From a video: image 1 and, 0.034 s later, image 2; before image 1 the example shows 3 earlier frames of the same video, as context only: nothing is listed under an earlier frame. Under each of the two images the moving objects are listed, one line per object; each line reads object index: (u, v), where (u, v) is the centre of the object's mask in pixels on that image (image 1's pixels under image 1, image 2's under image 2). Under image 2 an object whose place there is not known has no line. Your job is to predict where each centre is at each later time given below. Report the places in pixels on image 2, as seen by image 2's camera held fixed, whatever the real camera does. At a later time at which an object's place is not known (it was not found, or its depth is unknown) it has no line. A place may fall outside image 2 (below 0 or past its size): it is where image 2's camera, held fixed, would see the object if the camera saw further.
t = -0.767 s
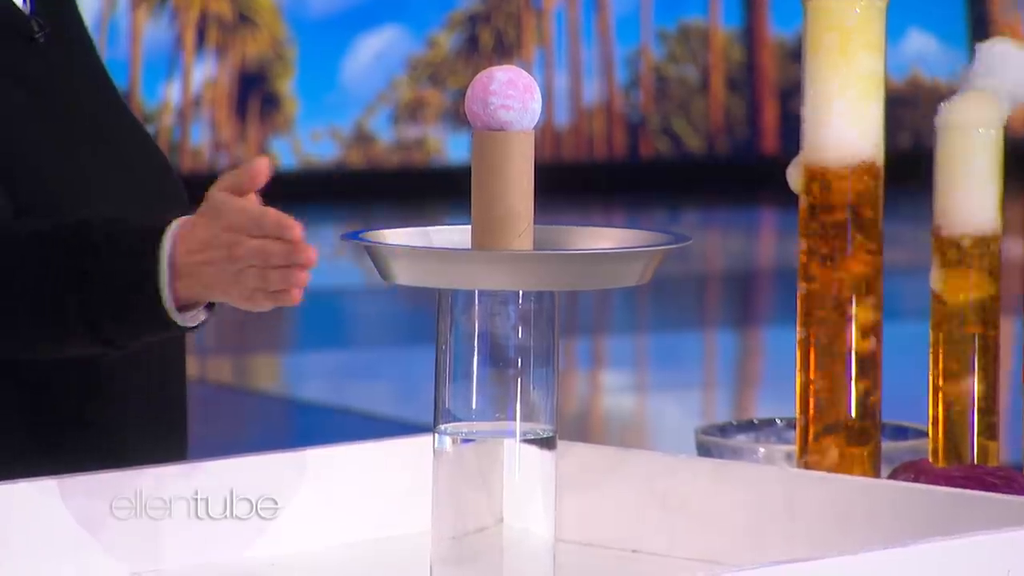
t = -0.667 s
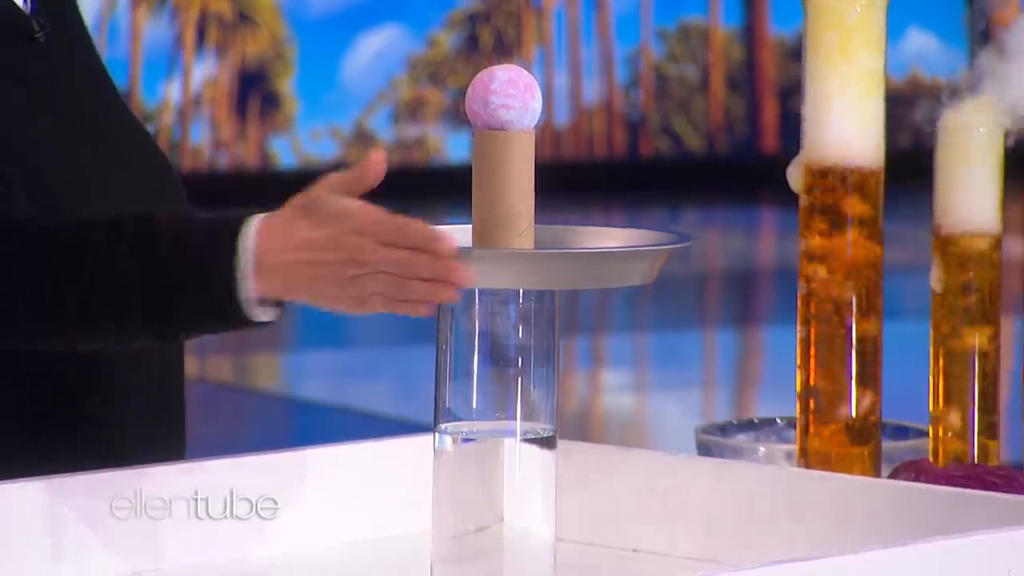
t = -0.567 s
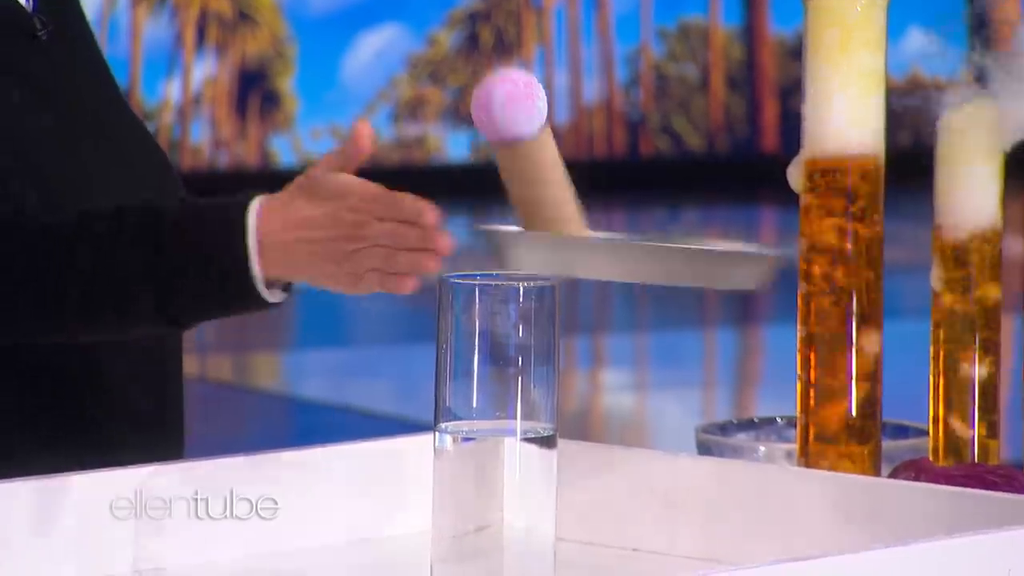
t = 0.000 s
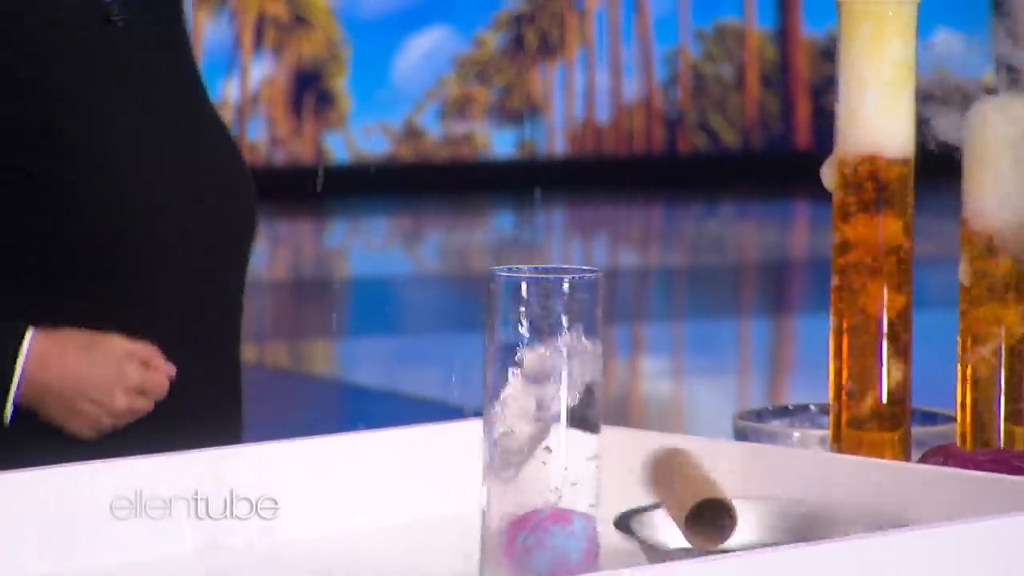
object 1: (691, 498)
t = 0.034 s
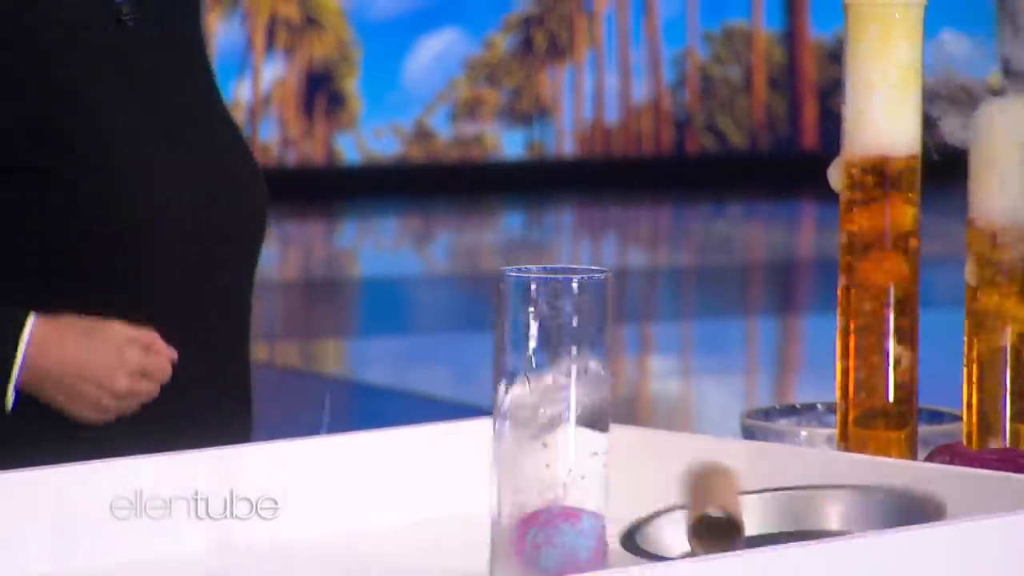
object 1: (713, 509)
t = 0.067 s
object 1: (729, 529)
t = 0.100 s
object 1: (738, 524)
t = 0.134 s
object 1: (740, 531)
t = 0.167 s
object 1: (745, 531)
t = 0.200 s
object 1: (746, 530)
